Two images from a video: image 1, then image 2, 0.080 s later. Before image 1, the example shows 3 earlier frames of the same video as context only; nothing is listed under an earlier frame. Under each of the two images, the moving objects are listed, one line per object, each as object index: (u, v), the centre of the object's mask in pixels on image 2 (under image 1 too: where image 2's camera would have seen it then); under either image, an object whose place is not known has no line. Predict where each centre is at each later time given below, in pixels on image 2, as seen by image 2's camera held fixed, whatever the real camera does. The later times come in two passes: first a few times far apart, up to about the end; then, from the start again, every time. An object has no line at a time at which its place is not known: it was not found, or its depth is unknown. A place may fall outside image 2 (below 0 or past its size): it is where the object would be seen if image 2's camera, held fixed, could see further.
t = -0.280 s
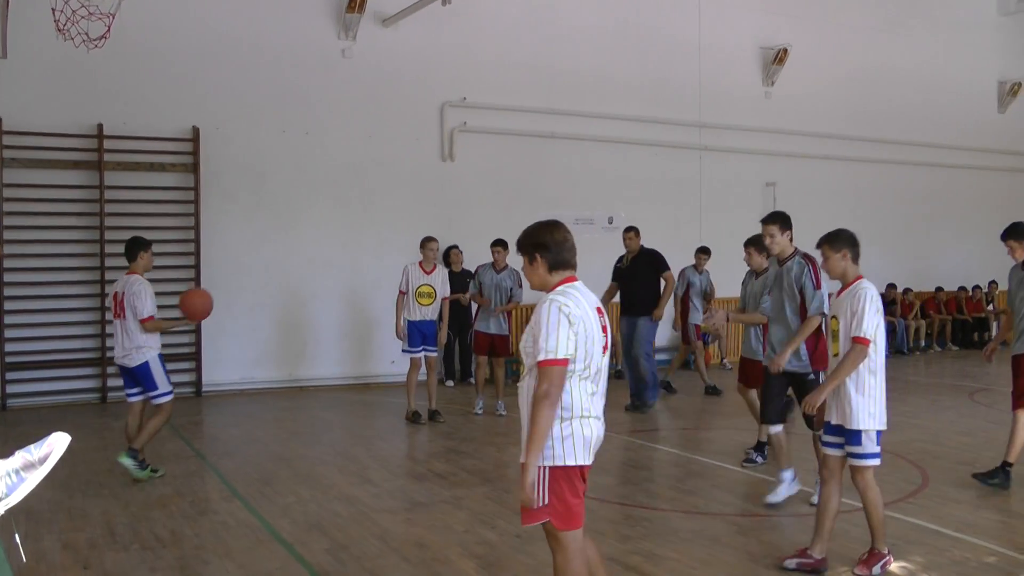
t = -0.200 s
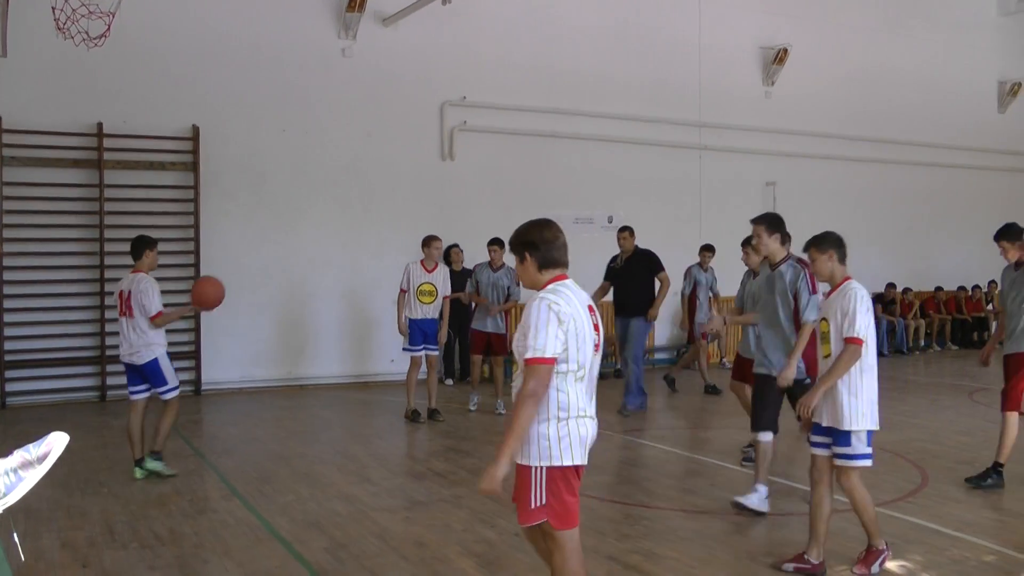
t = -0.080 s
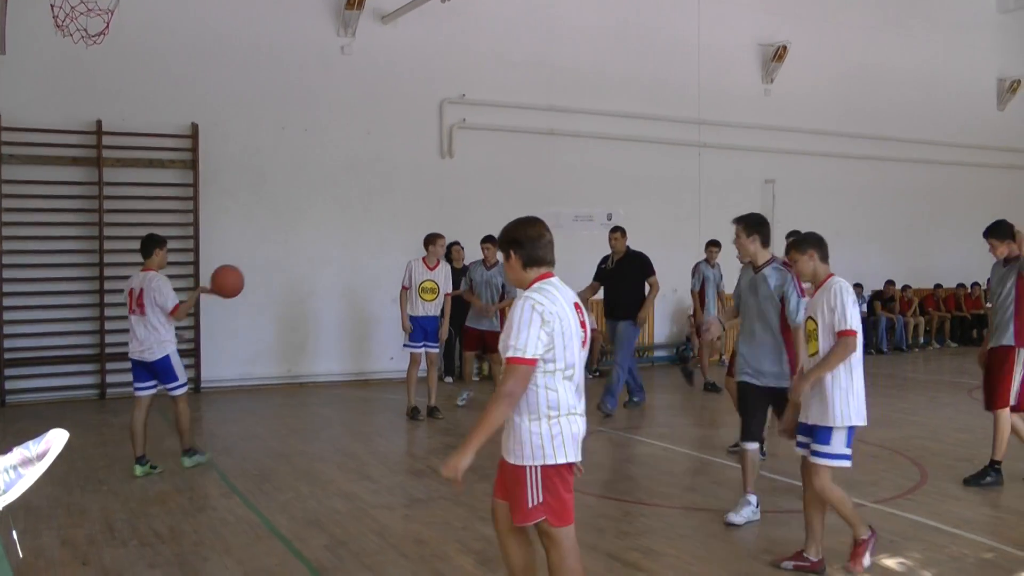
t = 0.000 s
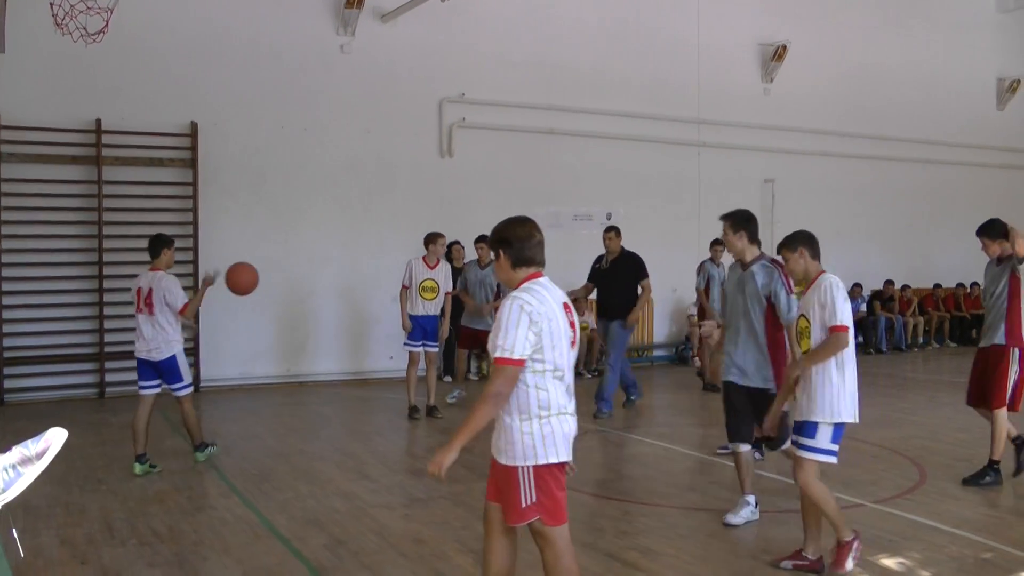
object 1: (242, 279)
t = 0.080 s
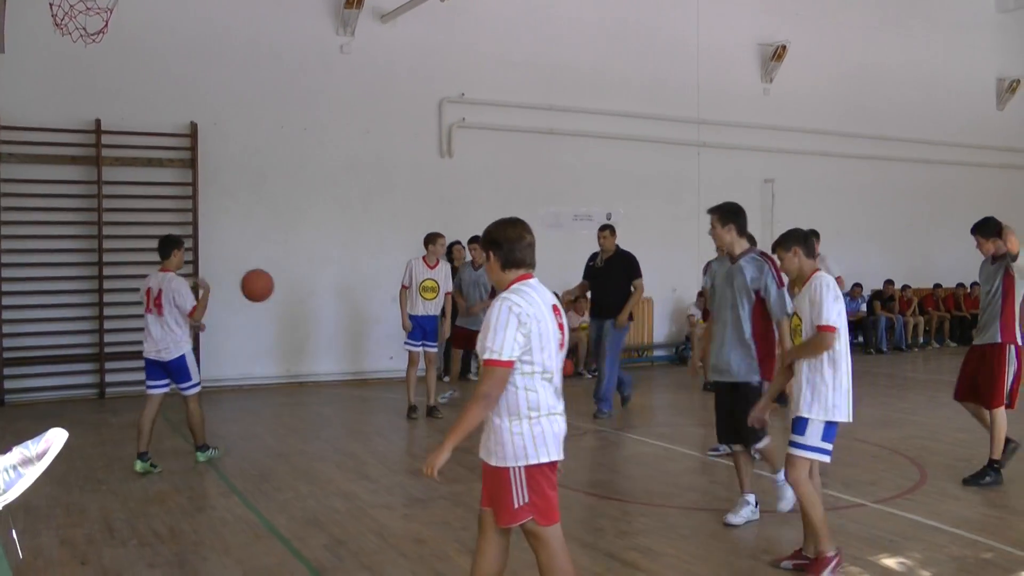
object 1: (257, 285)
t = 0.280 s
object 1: (295, 340)
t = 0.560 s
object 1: (347, 420)
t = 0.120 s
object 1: (265, 292)
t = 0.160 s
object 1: (273, 300)
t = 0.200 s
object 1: (281, 311)
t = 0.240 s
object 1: (288, 325)
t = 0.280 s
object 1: (295, 340)
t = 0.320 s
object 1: (303, 356)
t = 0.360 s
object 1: (311, 376)
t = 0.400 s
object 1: (318, 398)
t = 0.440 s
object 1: (326, 422)
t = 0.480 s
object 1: (333, 447)
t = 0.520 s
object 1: (340, 440)
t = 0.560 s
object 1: (347, 420)
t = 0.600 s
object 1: (353, 402)
